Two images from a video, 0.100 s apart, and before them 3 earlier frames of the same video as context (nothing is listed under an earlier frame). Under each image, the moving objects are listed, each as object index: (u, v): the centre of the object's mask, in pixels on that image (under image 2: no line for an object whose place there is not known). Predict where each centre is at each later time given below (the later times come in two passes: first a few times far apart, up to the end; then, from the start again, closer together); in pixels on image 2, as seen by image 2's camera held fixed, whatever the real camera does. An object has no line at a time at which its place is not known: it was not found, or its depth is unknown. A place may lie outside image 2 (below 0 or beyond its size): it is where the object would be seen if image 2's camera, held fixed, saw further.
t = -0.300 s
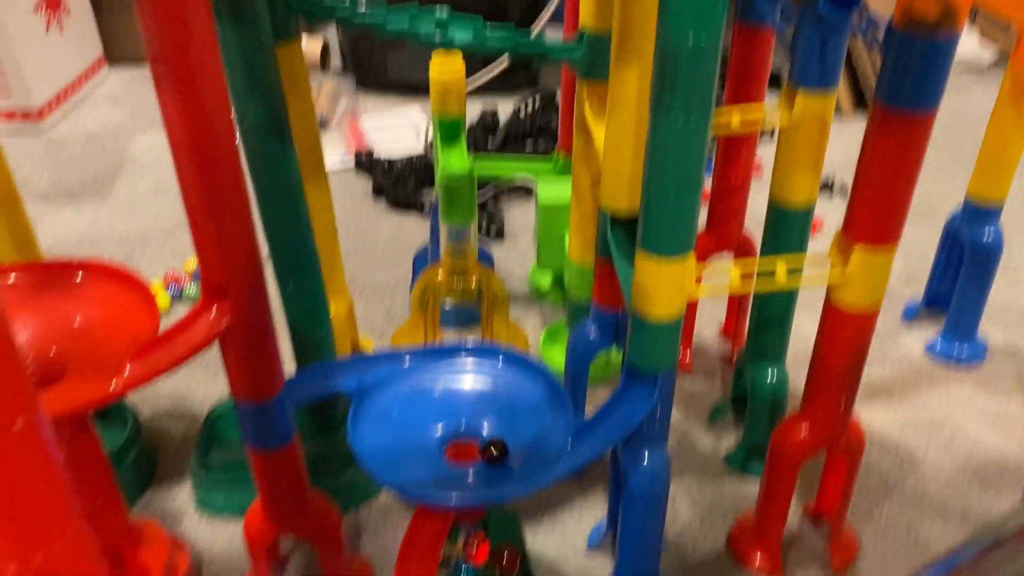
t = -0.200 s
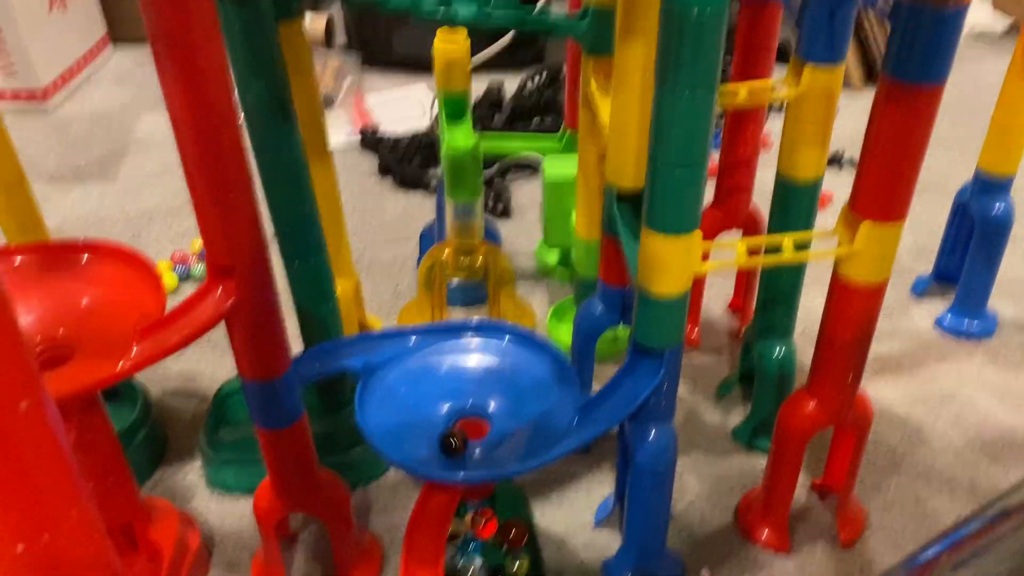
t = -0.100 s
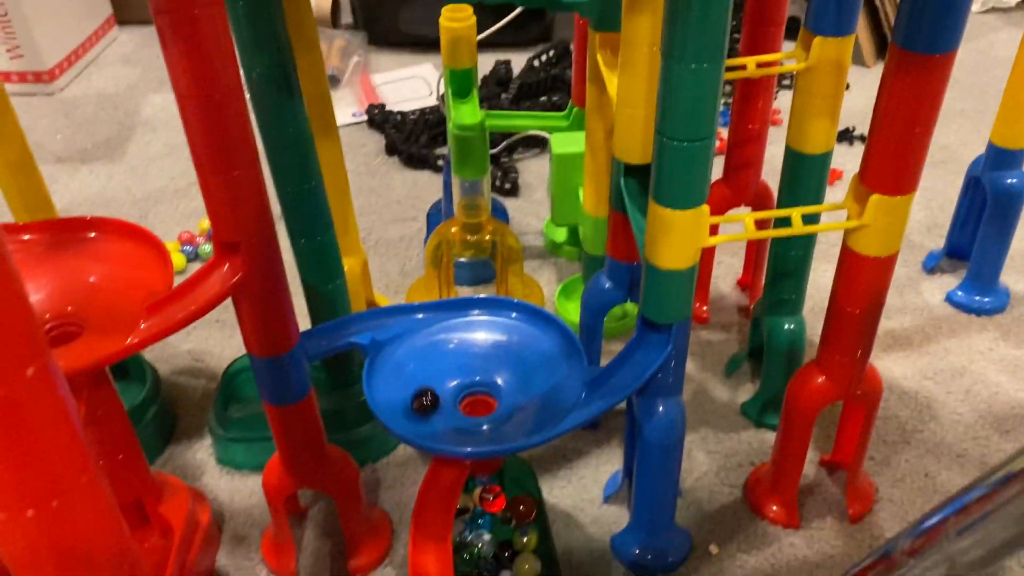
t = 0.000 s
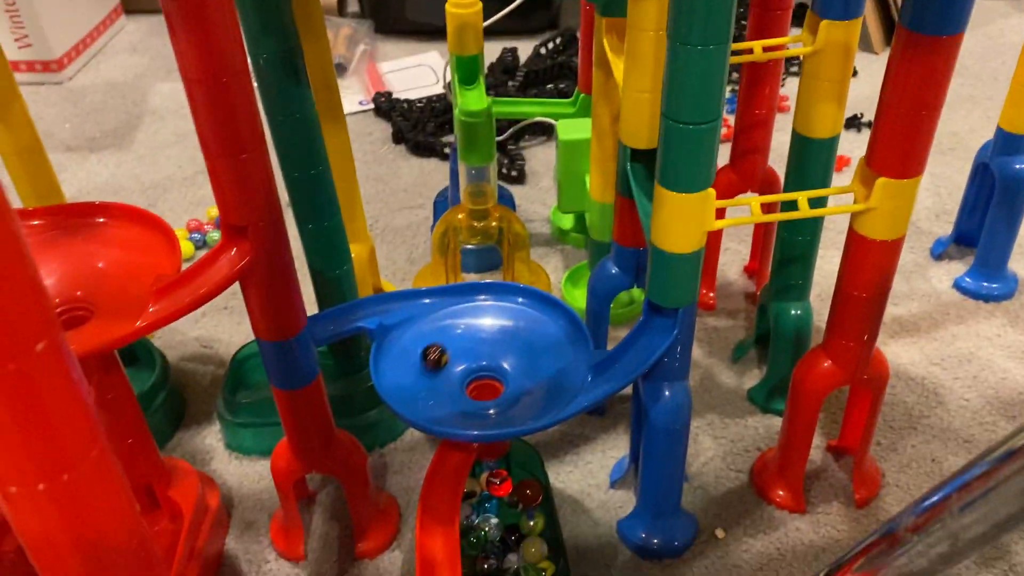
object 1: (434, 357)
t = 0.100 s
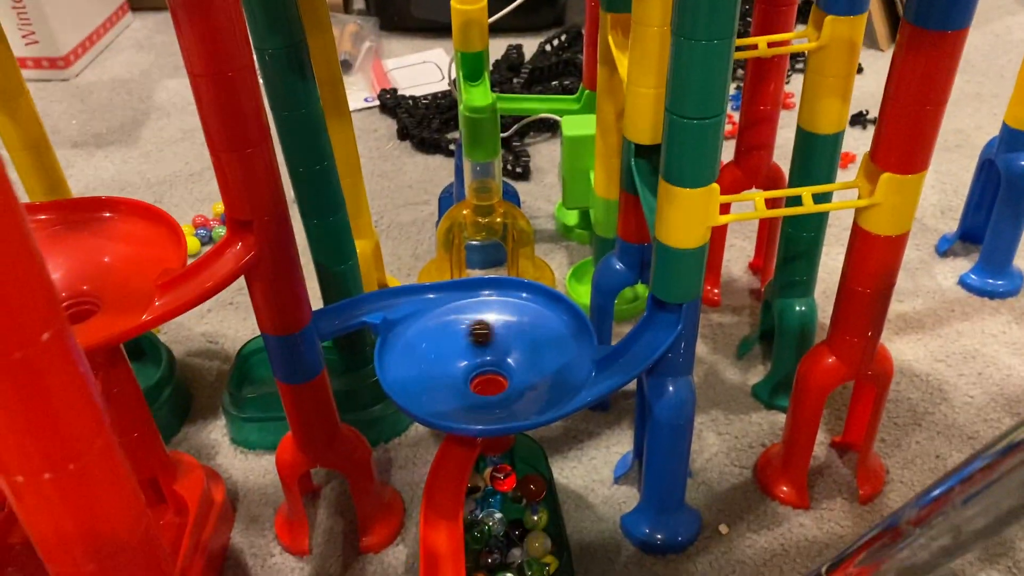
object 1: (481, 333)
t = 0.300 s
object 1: (536, 371)
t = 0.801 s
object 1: (520, 345)
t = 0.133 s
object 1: (499, 333)
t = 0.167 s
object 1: (515, 336)
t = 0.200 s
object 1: (527, 343)
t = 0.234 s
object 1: (535, 352)
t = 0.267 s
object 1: (538, 362)
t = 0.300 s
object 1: (536, 371)
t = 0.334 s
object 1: (529, 380)
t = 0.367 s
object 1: (518, 387)
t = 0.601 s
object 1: (455, 345)
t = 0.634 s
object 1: (464, 335)
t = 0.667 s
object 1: (476, 330)
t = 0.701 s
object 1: (489, 328)
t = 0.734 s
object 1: (502, 329)
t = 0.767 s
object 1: (512, 335)
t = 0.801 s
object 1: (520, 345)
